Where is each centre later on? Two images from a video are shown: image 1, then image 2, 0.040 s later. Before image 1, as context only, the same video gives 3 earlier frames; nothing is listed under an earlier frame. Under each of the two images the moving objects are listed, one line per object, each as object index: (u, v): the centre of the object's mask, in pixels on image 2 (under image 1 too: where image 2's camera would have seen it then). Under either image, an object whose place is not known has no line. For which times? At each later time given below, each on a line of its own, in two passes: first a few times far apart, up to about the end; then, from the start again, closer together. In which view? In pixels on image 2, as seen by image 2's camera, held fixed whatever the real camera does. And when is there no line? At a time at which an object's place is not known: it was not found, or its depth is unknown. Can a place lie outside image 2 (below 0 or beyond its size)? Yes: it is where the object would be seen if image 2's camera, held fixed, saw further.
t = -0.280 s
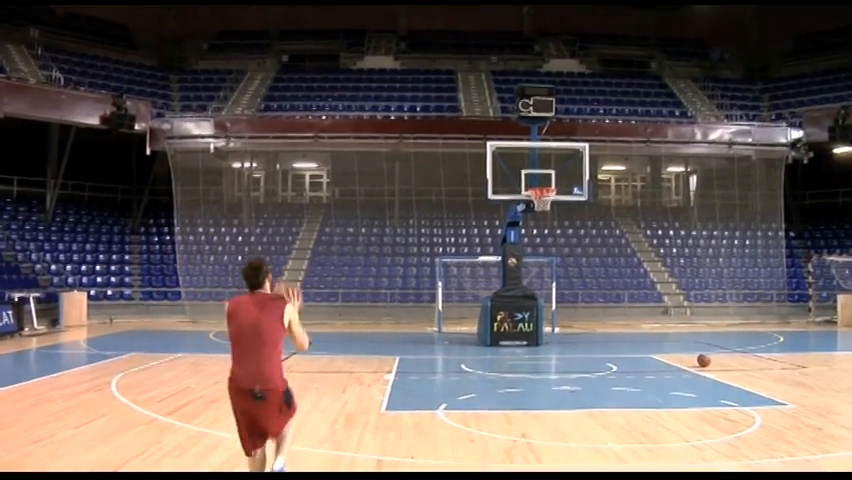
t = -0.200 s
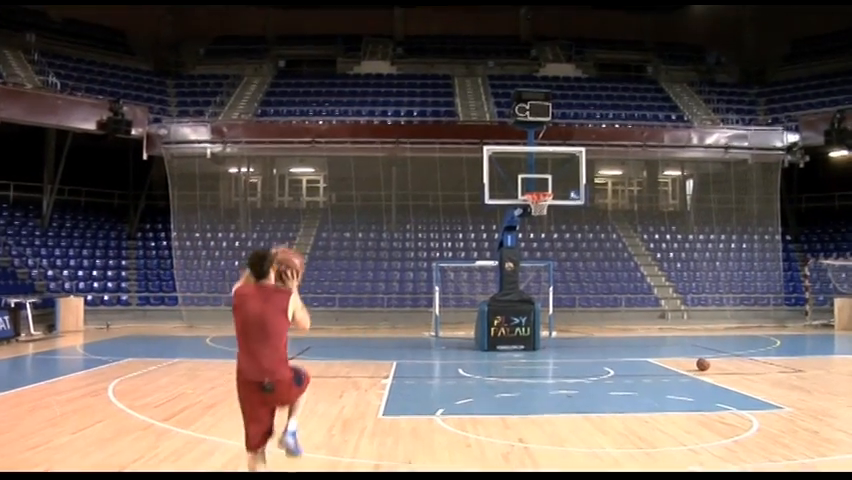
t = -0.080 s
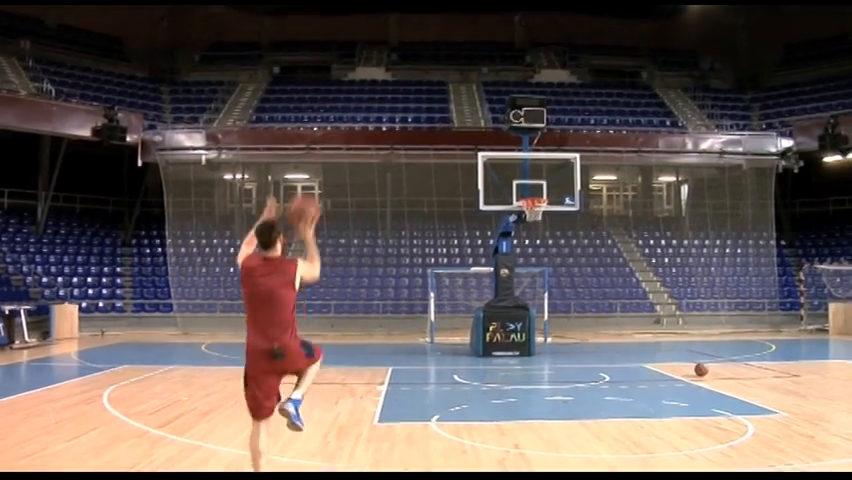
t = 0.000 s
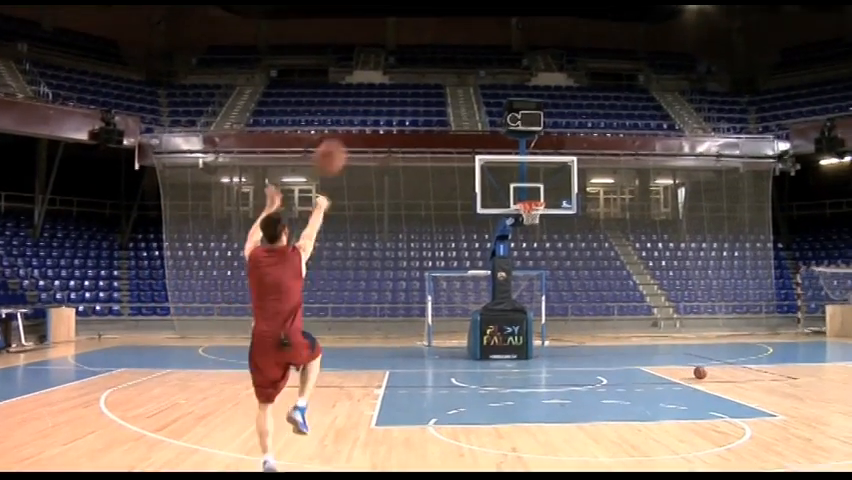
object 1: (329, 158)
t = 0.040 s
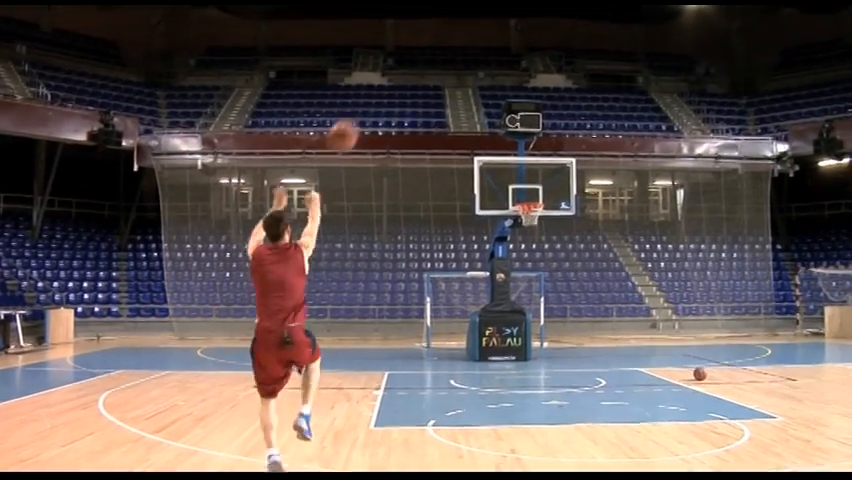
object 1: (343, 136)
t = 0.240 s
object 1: (399, 66)
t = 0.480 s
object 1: (446, 49)
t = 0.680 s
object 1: (473, 68)
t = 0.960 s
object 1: (503, 129)
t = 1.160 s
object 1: (521, 186)
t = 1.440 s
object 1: (540, 232)
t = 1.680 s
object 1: (554, 287)
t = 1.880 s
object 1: (566, 363)
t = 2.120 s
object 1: (572, 335)
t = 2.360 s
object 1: (578, 306)
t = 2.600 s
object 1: (584, 311)
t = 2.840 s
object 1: (590, 356)
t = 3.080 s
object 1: (598, 370)
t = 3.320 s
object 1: (605, 352)
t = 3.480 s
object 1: (610, 363)
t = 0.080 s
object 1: (356, 114)
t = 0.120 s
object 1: (369, 99)
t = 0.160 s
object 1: (380, 85)
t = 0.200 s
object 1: (390, 74)
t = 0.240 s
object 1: (399, 66)
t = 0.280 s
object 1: (408, 59)
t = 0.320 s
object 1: (417, 54)
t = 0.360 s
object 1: (425, 50)
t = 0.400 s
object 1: (432, 49)
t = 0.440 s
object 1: (439, 49)
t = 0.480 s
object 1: (446, 49)
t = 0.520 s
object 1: (452, 51)
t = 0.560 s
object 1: (458, 54)
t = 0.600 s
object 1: (463, 58)
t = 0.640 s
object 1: (468, 63)
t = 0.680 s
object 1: (473, 68)
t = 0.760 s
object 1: (482, 81)
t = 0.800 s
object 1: (487, 90)
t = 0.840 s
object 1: (491, 98)
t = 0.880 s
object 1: (495, 107)
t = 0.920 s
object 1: (499, 117)
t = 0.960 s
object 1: (503, 129)
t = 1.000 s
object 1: (507, 139)
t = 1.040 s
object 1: (511, 148)
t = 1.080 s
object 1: (513, 161)
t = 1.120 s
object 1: (517, 173)
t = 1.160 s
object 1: (521, 186)
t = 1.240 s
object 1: (527, 206)
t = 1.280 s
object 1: (530, 209)
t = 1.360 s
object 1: (533, 218)
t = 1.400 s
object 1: (537, 222)
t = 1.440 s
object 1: (540, 232)
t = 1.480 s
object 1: (541, 237)
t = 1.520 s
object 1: (543, 244)
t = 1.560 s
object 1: (547, 254)
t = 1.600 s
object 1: (549, 265)
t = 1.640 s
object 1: (553, 274)
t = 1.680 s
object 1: (554, 287)
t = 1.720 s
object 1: (557, 299)
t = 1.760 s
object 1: (560, 314)
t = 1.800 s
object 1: (560, 329)
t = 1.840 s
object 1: (562, 345)
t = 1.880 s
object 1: (566, 363)
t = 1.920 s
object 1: (568, 380)
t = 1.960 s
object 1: (569, 373)
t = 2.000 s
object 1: (570, 362)
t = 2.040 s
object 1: (570, 352)
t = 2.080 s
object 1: (571, 343)
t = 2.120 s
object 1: (572, 335)
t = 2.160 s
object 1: (573, 327)
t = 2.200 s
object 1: (574, 321)
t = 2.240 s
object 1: (576, 316)
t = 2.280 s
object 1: (577, 311)
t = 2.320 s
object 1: (577, 308)
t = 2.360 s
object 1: (578, 306)
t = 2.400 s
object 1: (581, 304)
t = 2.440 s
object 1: (582, 303)
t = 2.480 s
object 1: (582, 304)
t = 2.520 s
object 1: (583, 305)
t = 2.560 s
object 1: (584, 308)
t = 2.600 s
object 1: (584, 311)
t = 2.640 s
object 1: (585, 315)
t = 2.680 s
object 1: (586, 321)
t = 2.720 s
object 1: (587, 329)
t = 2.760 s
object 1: (588, 336)
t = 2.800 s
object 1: (589, 346)
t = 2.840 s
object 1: (590, 356)
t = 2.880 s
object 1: (591, 368)
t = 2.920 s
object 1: (592, 381)
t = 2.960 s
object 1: (593, 393)
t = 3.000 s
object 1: (595, 385)
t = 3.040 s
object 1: (596, 377)
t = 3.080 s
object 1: (598, 370)
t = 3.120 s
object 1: (599, 365)
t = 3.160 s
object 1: (600, 359)
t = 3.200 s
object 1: (601, 356)
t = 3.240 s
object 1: (603, 354)
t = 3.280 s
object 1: (603, 352)
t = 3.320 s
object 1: (605, 352)
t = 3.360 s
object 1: (606, 353)
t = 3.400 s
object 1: (608, 355)
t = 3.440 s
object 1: (609, 358)
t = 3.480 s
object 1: (610, 363)
